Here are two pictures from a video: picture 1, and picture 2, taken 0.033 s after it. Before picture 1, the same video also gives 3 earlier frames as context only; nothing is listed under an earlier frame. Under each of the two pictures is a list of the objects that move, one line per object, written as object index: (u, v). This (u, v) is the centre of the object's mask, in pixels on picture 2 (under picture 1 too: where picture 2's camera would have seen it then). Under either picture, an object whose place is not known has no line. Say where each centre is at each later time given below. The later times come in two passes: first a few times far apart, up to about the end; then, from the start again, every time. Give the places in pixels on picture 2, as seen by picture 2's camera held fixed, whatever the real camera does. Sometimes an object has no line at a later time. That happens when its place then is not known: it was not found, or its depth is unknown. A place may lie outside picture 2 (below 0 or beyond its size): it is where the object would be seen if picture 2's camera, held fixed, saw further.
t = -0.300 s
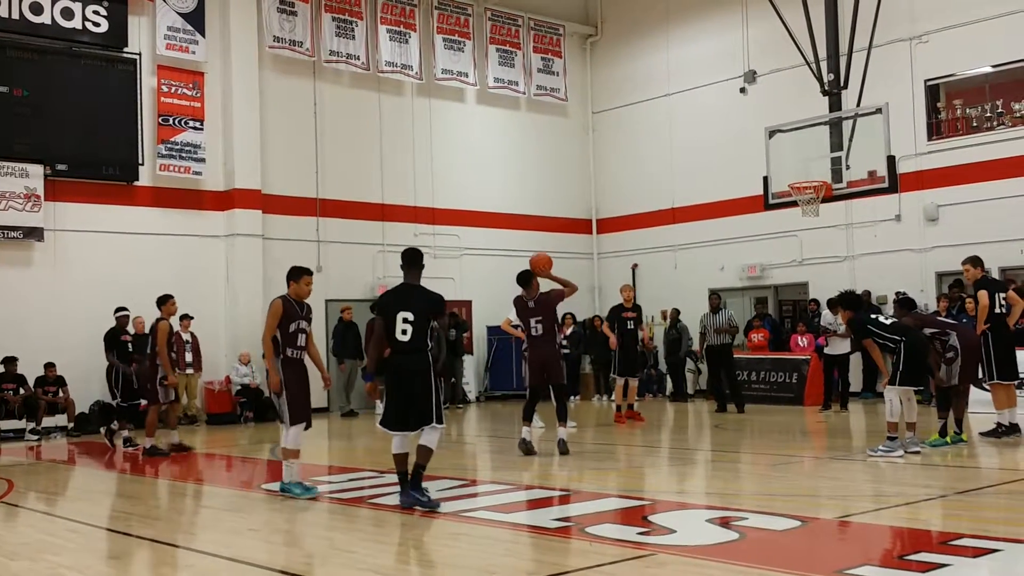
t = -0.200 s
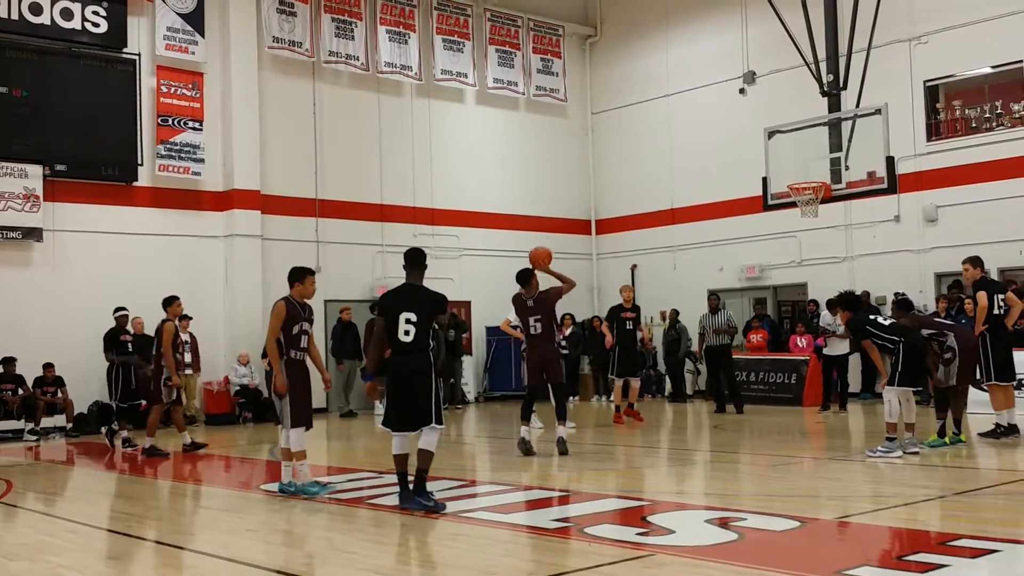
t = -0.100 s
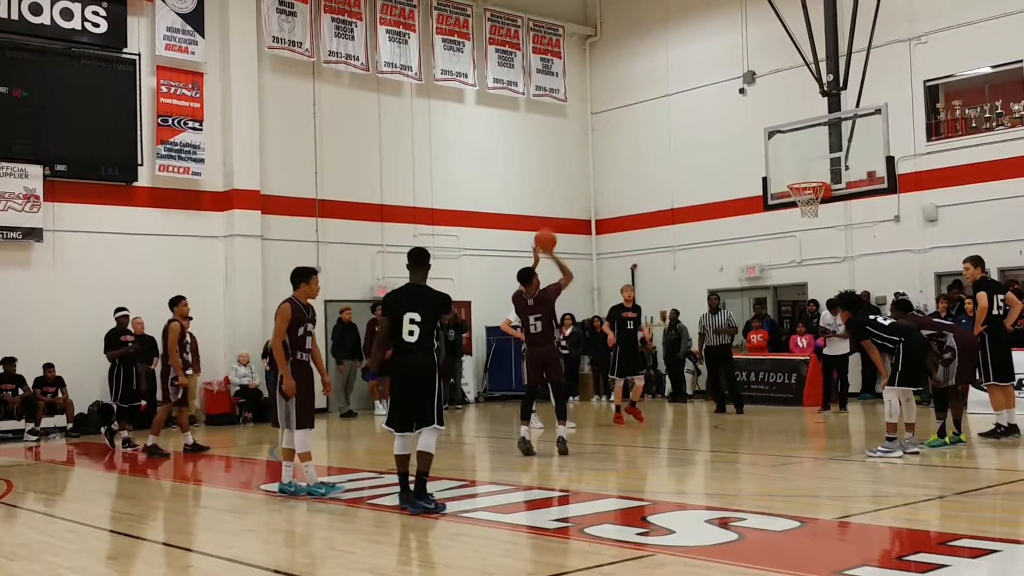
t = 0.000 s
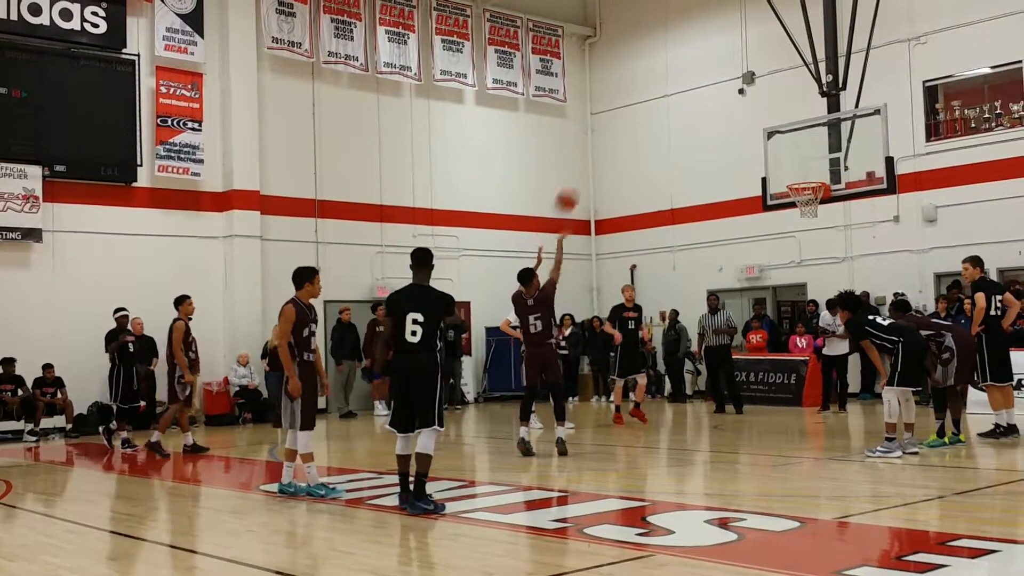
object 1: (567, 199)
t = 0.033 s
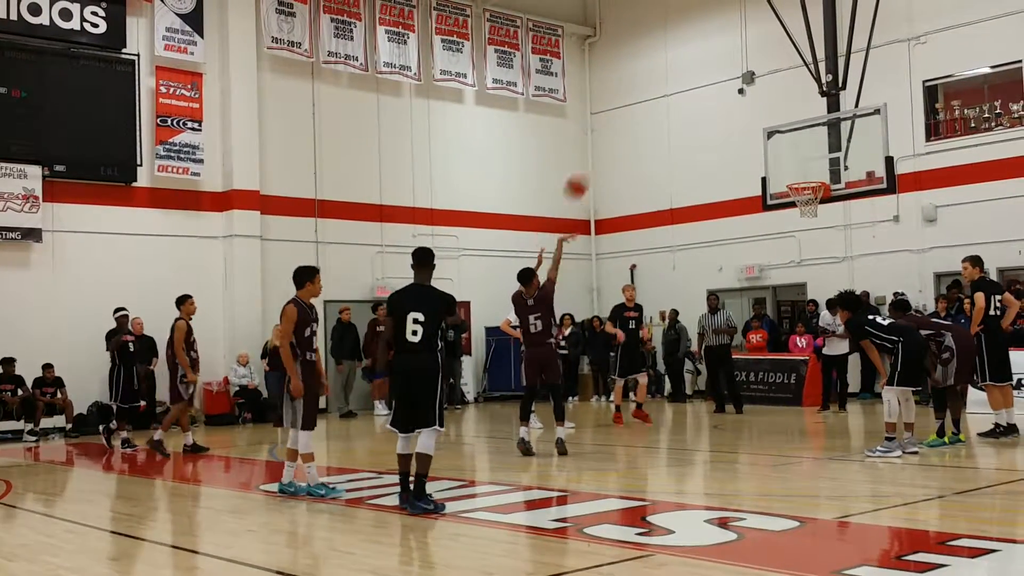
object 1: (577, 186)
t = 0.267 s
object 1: (643, 122)
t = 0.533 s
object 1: (713, 108)
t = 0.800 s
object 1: (778, 149)
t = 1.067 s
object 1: (808, 199)
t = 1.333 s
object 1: (806, 213)
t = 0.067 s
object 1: (586, 173)
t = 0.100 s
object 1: (595, 164)
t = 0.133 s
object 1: (605, 153)
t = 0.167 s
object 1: (615, 144)
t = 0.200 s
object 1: (624, 135)
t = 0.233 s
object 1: (634, 128)
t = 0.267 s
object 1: (643, 122)
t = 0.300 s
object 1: (652, 117)
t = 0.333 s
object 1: (661, 113)
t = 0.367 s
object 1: (670, 110)
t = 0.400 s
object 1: (679, 108)
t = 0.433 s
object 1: (688, 107)
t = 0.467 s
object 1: (697, 106)
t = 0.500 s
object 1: (705, 107)
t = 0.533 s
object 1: (713, 108)
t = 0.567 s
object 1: (722, 110)
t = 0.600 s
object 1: (730, 114)
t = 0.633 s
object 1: (738, 117)
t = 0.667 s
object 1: (746, 122)
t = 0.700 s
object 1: (754, 128)
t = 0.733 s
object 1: (762, 134)
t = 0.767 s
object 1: (770, 141)
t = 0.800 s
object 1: (778, 149)
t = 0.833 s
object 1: (786, 158)
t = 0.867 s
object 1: (794, 167)
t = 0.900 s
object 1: (801, 177)
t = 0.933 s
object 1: (806, 183)
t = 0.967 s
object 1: (806, 192)
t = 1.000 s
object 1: (811, 196)
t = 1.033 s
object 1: (809, 198)
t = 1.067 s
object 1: (808, 199)
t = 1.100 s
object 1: (806, 194)
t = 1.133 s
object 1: (808, 196)
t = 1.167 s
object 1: (807, 199)
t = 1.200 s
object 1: (805, 201)
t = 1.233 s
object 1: (805, 204)
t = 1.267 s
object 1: (806, 207)
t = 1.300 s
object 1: (806, 208)
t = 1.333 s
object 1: (806, 213)
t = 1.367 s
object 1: (806, 218)
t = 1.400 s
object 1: (807, 219)
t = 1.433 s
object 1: (808, 224)
